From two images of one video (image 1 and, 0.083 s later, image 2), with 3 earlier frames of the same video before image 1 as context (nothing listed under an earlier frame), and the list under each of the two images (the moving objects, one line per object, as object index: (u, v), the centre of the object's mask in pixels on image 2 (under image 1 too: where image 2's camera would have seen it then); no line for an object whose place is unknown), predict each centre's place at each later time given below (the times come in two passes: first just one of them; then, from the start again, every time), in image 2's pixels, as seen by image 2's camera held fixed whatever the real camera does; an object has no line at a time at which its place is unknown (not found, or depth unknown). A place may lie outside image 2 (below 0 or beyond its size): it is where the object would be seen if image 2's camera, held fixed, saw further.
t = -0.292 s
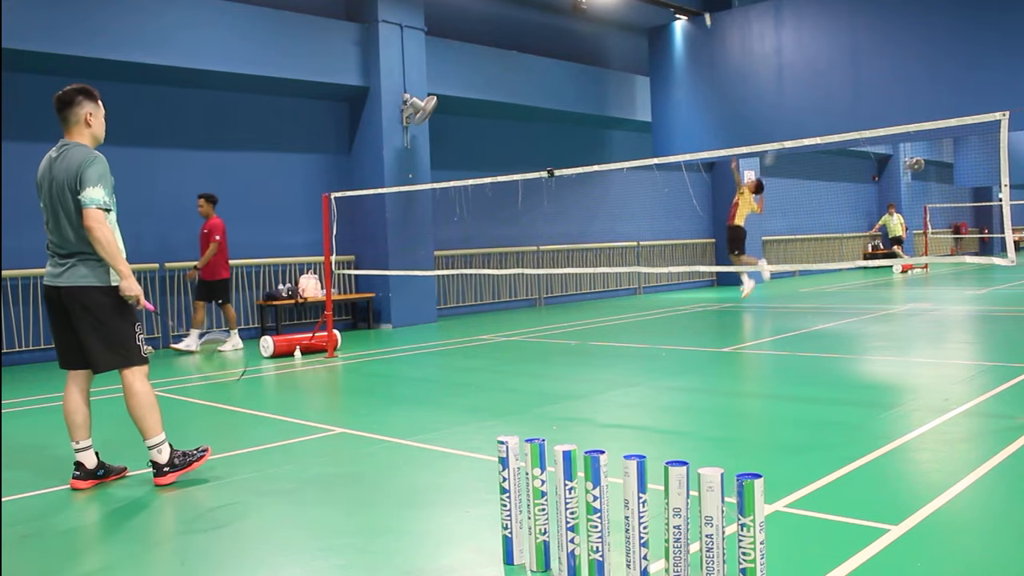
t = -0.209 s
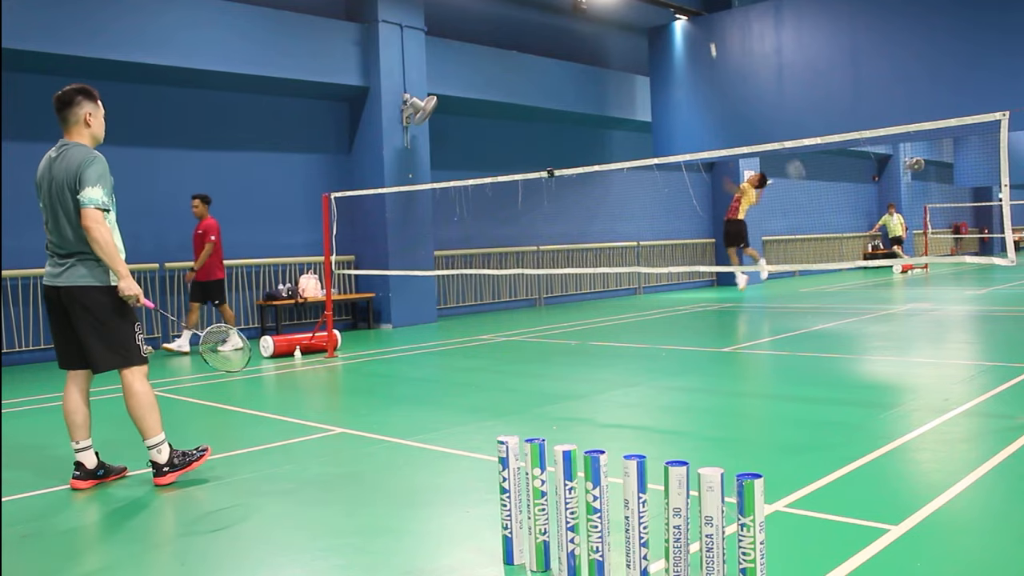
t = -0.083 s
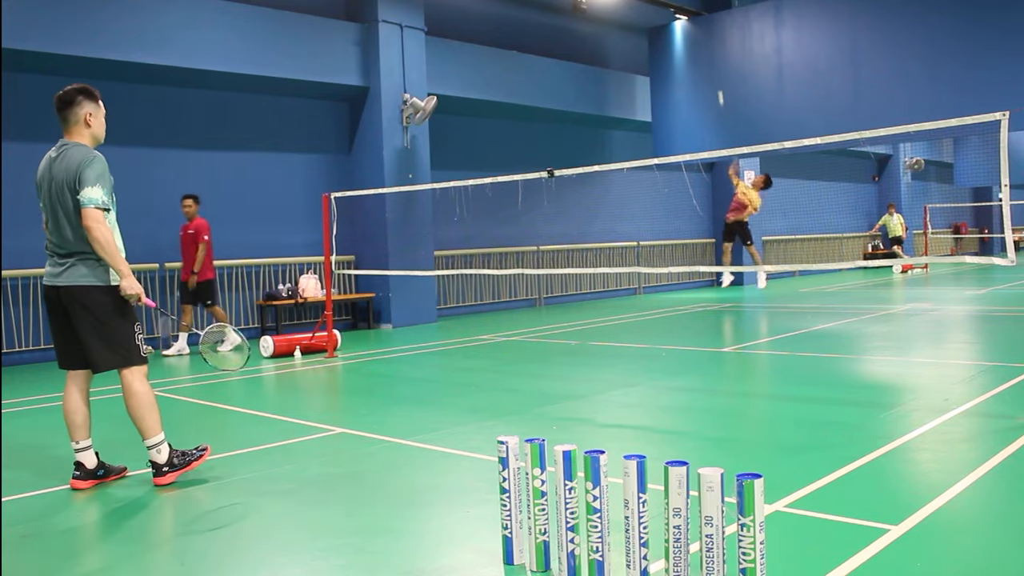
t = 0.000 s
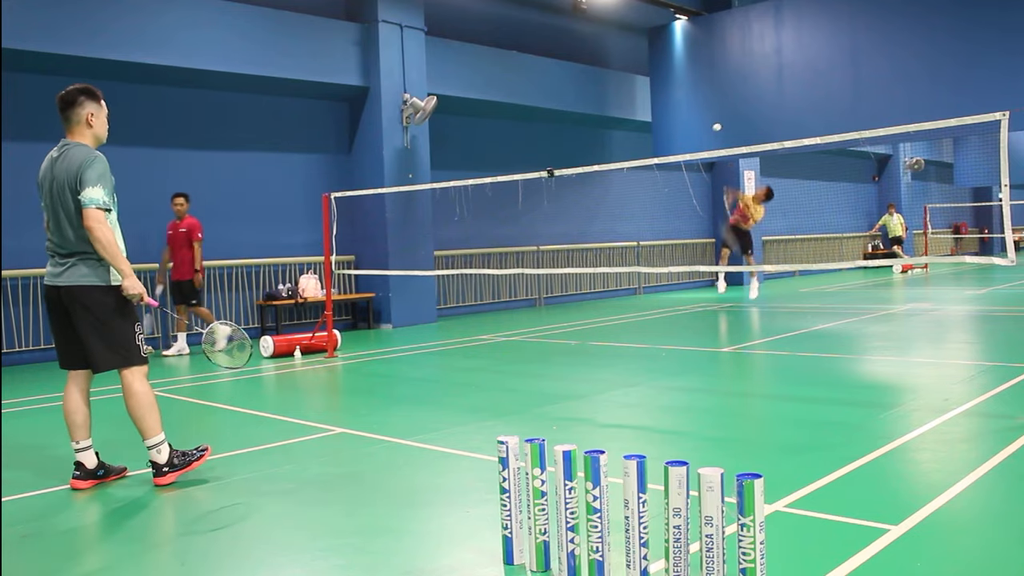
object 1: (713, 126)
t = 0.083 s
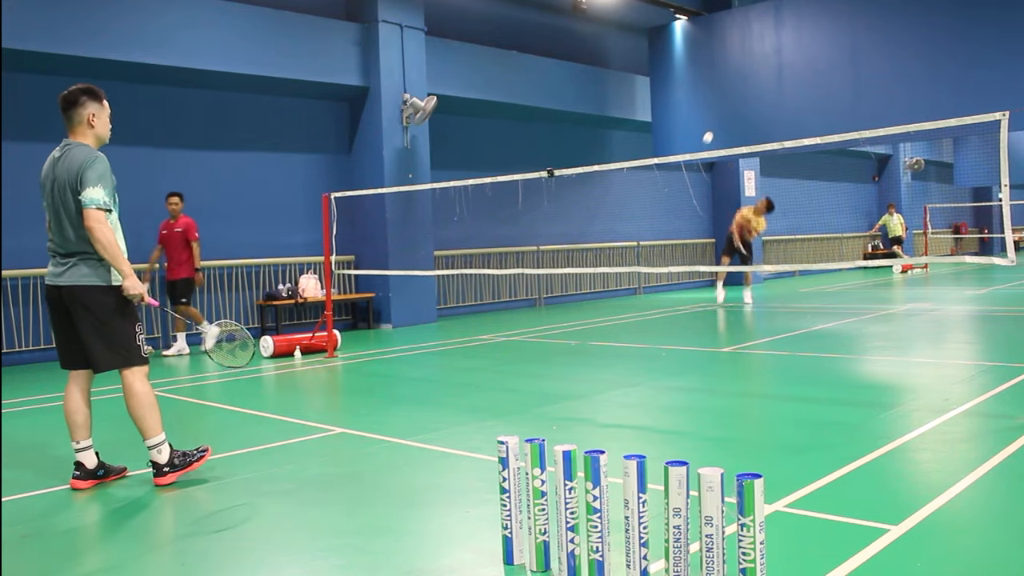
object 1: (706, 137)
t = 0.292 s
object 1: (705, 180)
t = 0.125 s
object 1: (702, 145)
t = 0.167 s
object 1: (699, 156)
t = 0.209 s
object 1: (700, 168)
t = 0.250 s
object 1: (703, 172)
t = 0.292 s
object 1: (705, 180)
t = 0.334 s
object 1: (709, 193)
